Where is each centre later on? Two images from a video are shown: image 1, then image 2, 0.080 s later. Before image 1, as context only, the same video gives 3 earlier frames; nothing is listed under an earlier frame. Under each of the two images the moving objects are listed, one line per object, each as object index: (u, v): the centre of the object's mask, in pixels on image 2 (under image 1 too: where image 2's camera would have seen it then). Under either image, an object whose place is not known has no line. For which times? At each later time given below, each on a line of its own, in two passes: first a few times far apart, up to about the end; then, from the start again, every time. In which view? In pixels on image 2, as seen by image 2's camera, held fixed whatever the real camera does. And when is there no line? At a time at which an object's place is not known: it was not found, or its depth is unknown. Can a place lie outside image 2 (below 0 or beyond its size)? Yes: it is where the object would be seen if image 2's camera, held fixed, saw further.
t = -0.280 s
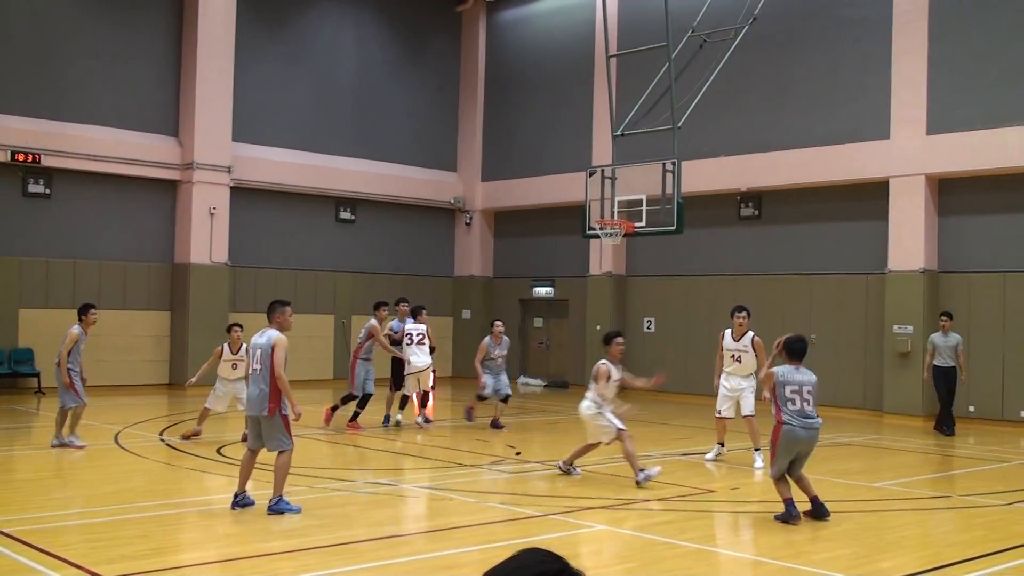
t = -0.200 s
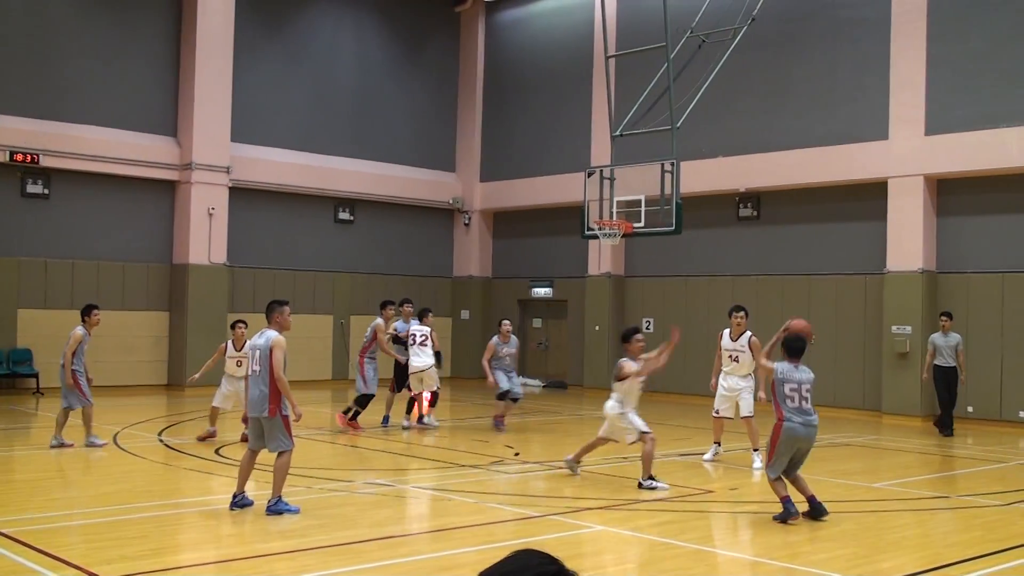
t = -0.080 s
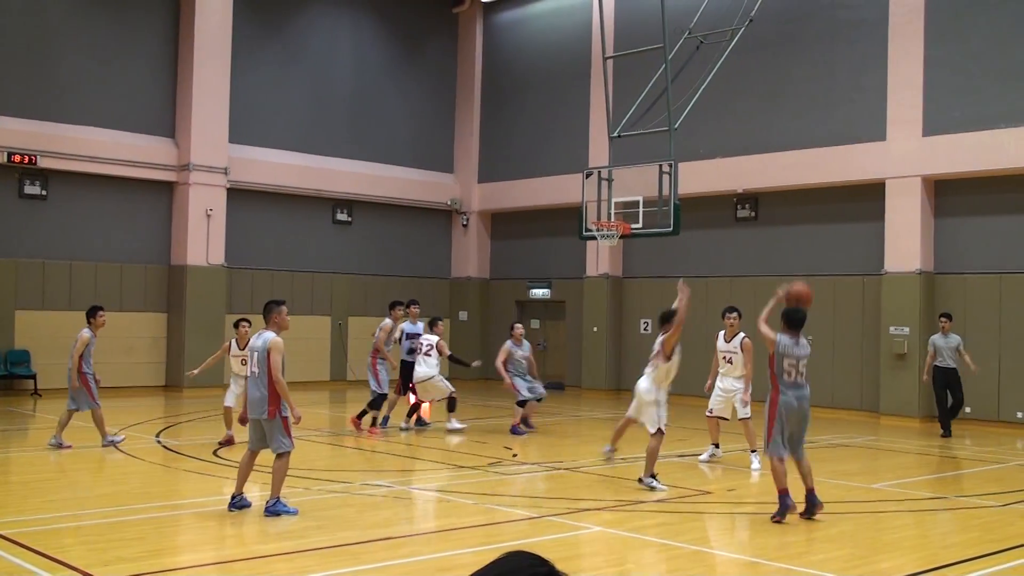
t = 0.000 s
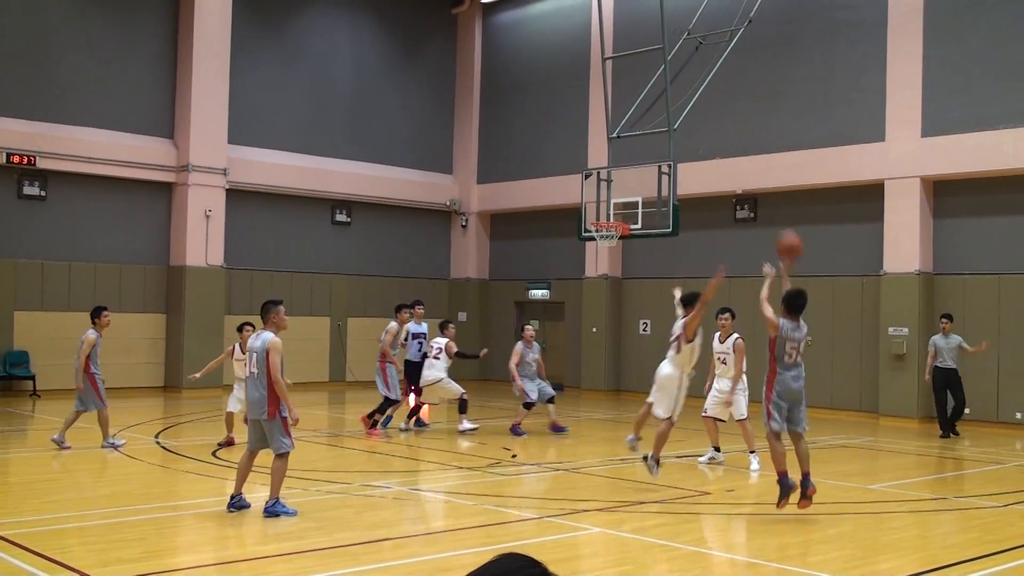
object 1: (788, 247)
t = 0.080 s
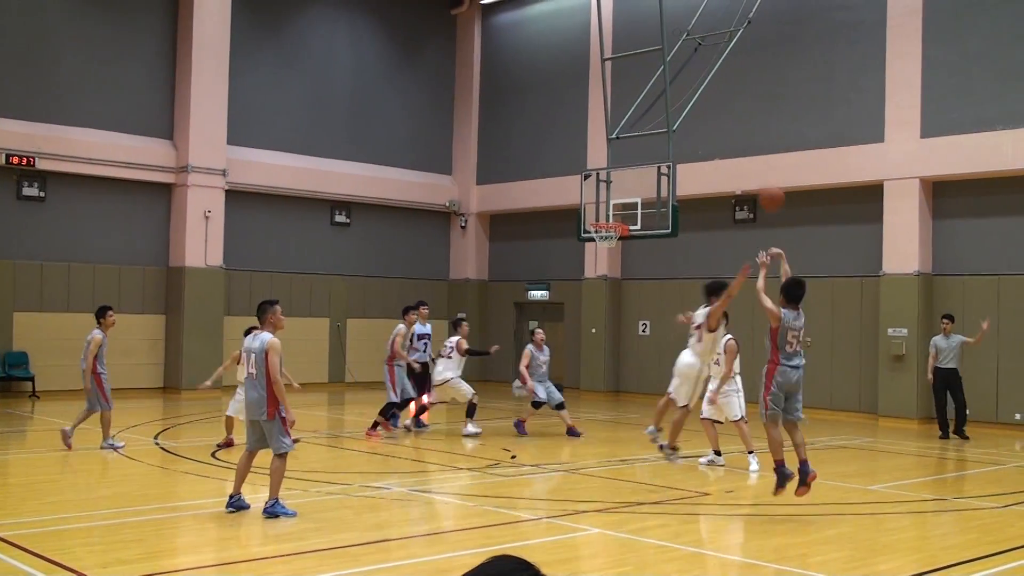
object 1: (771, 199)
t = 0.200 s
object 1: (746, 138)
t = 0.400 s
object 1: (710, 86)
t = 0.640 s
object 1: (674, 75)
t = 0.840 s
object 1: (650, 100)
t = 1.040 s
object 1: (627, 150)
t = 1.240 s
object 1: (610, 216)
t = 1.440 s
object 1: (607, 188)
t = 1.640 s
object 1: (604, 186)
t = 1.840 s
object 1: (588, 199)
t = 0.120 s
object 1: (762, 176)
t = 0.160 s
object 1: (754, 155)
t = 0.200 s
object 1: (746, 138)
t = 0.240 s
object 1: (739, 124)
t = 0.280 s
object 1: (731, 112)
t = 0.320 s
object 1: (724, 101)
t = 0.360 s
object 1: (717, 93)
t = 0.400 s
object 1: (710, 86)
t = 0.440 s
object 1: (703, 81)
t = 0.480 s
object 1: (697, 76)
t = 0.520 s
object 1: (691, 74)
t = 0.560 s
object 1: (686, 74)
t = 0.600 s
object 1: (680, 74)
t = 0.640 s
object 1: (674, 75)
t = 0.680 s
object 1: (669, 78)
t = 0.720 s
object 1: (664, 82)
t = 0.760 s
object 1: (658, 87)
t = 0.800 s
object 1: (654, 93)
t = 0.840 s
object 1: (650, 100)
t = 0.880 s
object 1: (645, 108)
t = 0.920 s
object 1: (640, 117)
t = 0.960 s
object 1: (636, 127)
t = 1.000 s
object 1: (632, 138)
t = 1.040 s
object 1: (627, 150)
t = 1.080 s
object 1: (624, 162)
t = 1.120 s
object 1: (619, 176)
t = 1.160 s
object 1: (616, 190)
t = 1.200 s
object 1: (613, 206)
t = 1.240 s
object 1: (610, 216)
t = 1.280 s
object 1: (608, 208)
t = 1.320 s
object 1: (608, 201)
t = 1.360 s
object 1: (608, 196)
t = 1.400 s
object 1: (607, 192)
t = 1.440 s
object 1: (607, 188)
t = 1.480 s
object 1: (607, 186)
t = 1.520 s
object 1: (606, 185)
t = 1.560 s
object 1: (606, 185)
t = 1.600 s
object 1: (606, 186)
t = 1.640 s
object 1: (604, 186)
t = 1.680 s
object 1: (601, 186)
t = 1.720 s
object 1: (598, 188)
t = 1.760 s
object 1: (594, 191)
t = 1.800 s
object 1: (591, 194)
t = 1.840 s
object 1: (588, 199)
